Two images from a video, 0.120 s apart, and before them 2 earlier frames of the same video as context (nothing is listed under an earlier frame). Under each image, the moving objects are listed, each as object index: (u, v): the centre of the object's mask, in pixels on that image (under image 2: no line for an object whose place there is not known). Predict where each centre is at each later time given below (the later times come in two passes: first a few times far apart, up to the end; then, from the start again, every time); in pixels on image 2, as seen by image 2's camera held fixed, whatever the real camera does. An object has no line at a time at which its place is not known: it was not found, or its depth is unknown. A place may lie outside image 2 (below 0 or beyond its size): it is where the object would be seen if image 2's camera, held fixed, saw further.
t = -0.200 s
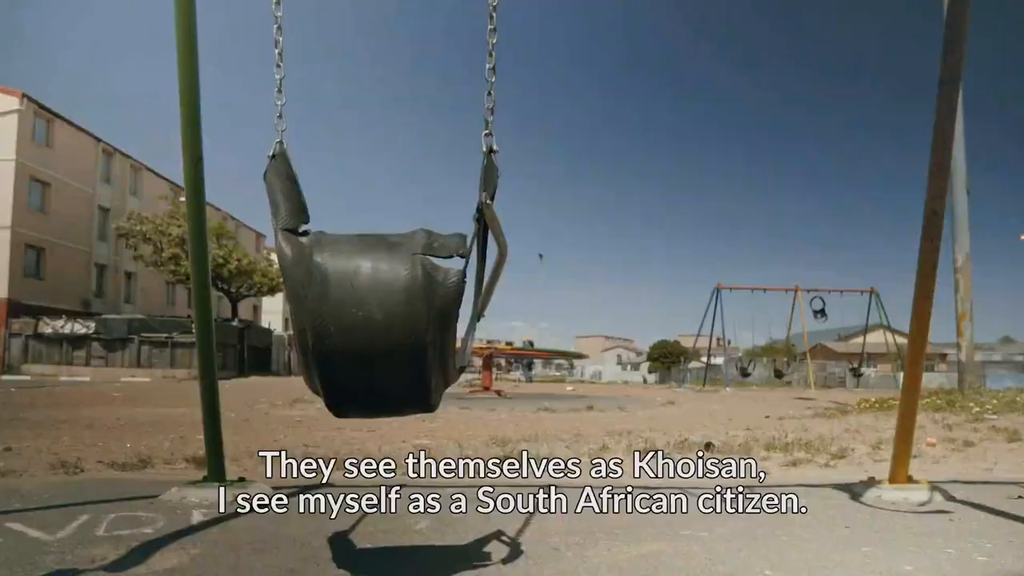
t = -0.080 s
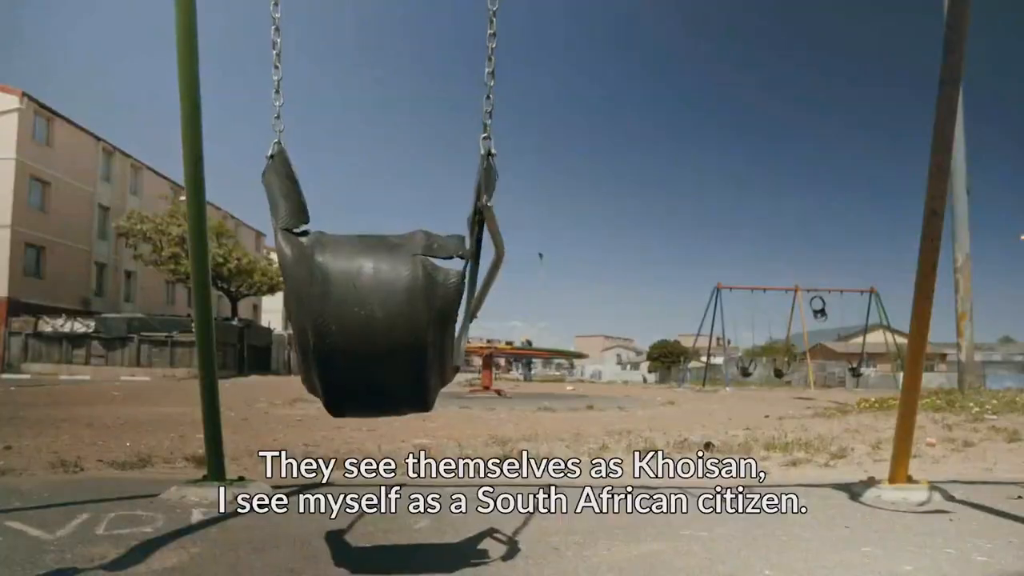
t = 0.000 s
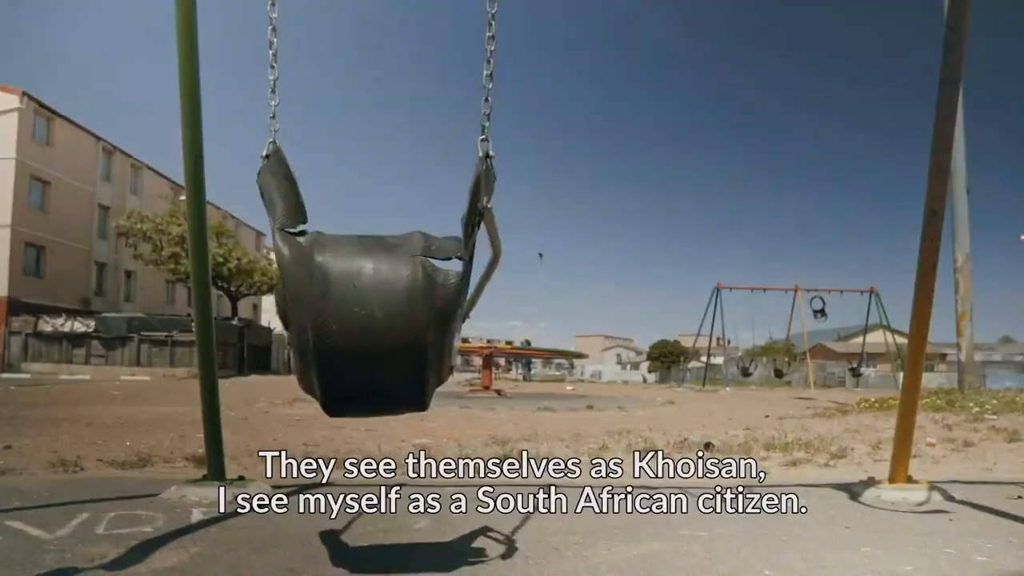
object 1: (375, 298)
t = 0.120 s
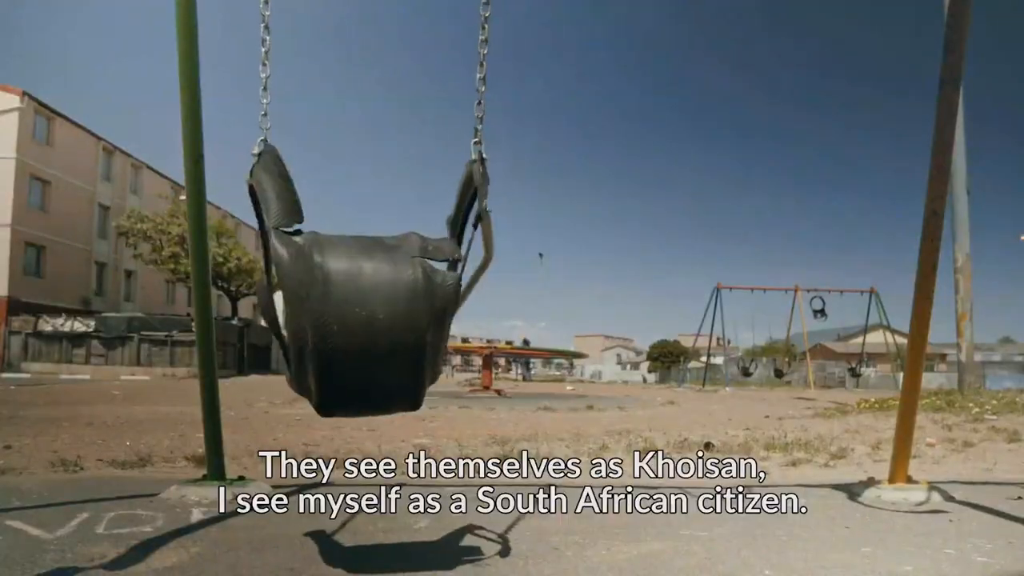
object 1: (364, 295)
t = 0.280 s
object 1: (347, 292)
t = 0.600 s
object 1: (311, 281)
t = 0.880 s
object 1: (291, 275)
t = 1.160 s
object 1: (302, 275)
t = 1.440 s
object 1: (342, 284)
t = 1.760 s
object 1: (391, 293)
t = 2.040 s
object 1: (408, 296)
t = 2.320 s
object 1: (400, 302)
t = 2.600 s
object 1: (374, 296)
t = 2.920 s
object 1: (338, 290)
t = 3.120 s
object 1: (320, 288)
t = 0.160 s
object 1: (360, 295)
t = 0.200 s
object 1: (356, 294)
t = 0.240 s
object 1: (351, 293)
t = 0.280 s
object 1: (347, 292)
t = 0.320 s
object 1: (342, 290)
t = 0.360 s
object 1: (337, 289)
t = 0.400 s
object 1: (332, 287)
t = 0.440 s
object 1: (328, 286)
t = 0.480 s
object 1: (324, 285)
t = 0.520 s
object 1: (320, 284)
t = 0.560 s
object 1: (315, 282)
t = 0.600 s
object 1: (311, 281)
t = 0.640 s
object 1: (307, 280)
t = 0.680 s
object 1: (303, 279)
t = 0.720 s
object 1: (299, 278)
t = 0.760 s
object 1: (296, 277)
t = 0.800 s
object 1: (294, 276)
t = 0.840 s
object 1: (292, 275)
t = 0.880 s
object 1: (291, 275)
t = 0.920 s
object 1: (291, 274)
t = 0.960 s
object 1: (292, 274)
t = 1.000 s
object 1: (293, 274)
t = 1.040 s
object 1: (294, 274)
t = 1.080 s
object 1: (296, 274)
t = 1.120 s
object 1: (299, 274)
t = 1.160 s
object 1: (302, 275)
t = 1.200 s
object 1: (305, 275)
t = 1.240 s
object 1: (323, 279)
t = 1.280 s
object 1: (326, 281)
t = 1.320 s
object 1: (329, 282)
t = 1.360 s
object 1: (328, 281)
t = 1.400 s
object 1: (334, 283)
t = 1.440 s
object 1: (342, 284)
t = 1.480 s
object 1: (349, 286)
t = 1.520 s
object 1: (357, 288)
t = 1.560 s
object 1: (364, 290)
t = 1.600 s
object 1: (369, 292)
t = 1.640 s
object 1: (375, 292)
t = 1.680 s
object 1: (381, 293)
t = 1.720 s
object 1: (386, 293)
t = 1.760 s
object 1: (391, 293)
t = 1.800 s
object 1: (395, 293)
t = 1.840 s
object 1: (398, 293)
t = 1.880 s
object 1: (401, 294)
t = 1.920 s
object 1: (404, 294)
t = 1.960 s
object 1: (406, 295)
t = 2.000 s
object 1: (407, 295)
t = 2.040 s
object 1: (408, 296)
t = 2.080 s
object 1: (408, 297)
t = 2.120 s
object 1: (408, 298)
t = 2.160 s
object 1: (407, 299)
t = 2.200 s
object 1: (407, 301)
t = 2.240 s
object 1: (405, 302)
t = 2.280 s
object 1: (403, 302)
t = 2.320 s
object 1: (400, 302)
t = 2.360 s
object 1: (397, 302)
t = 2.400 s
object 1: (394, 301)
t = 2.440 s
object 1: (390, 300)
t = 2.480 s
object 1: (386, 299)
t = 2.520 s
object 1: (382, 298)
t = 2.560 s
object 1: (378, 297)
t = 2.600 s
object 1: (374, 296)
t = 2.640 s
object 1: (369, 295)
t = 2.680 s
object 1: (365, 294)
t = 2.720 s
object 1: (361, 294)
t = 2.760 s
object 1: (357, 293)
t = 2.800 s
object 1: (351, 292)
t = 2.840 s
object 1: (347, 291)
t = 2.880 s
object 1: (343, 291)
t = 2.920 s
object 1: (338, 290)
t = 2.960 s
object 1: (333, 289)
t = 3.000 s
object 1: (329, 288)
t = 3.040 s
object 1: (342, 289)
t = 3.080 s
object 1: (323, 288)
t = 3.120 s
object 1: (320, 288)
